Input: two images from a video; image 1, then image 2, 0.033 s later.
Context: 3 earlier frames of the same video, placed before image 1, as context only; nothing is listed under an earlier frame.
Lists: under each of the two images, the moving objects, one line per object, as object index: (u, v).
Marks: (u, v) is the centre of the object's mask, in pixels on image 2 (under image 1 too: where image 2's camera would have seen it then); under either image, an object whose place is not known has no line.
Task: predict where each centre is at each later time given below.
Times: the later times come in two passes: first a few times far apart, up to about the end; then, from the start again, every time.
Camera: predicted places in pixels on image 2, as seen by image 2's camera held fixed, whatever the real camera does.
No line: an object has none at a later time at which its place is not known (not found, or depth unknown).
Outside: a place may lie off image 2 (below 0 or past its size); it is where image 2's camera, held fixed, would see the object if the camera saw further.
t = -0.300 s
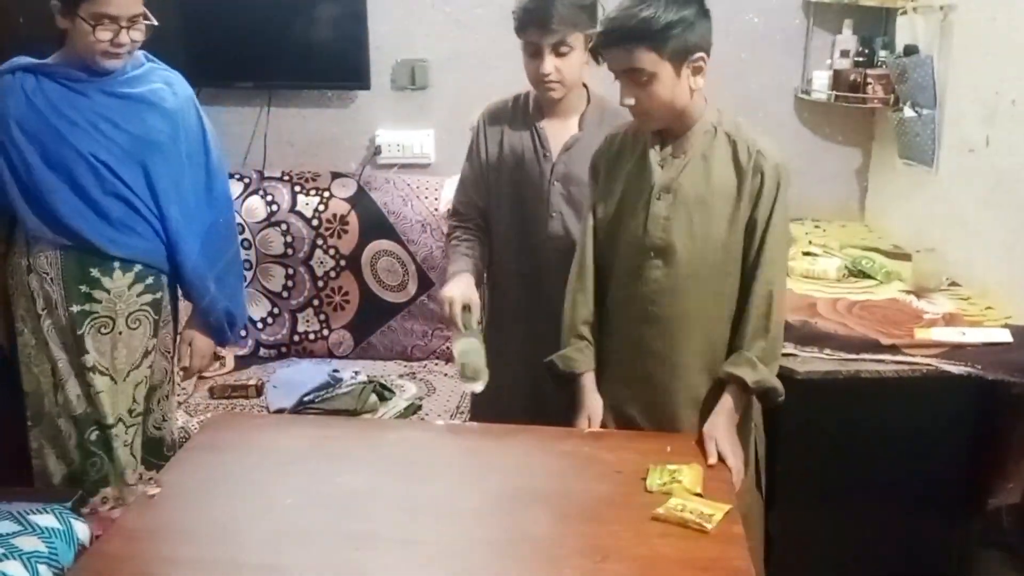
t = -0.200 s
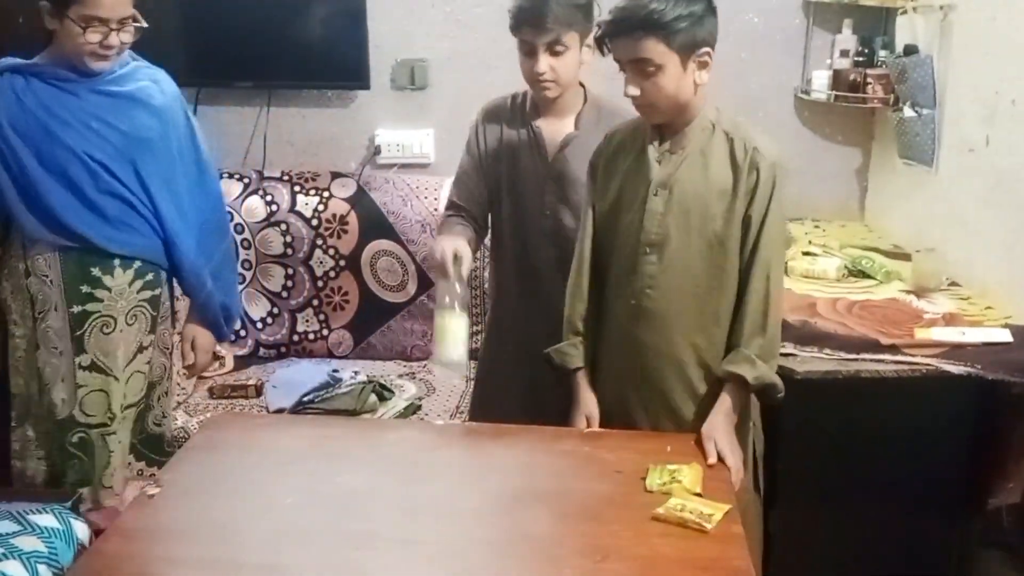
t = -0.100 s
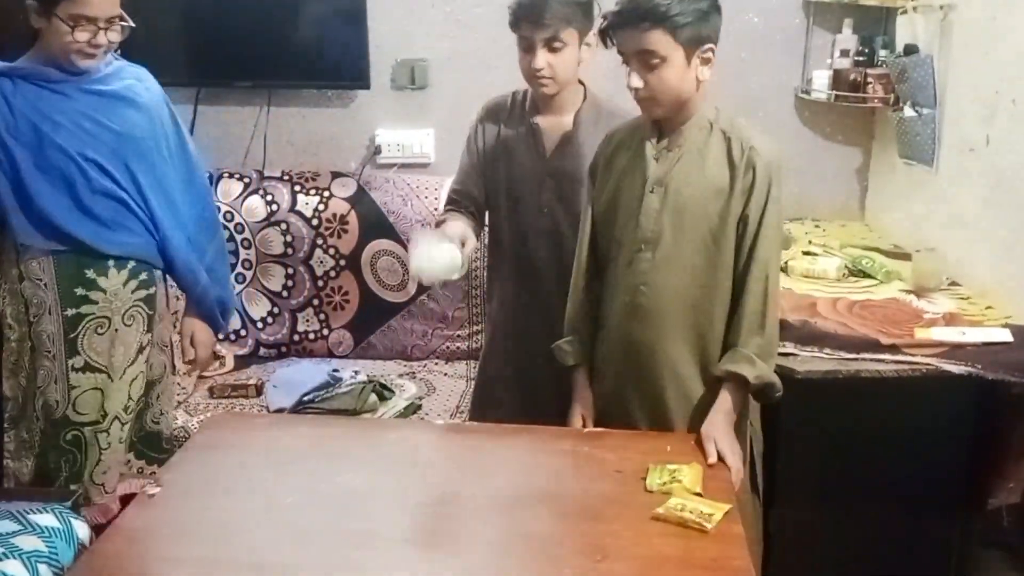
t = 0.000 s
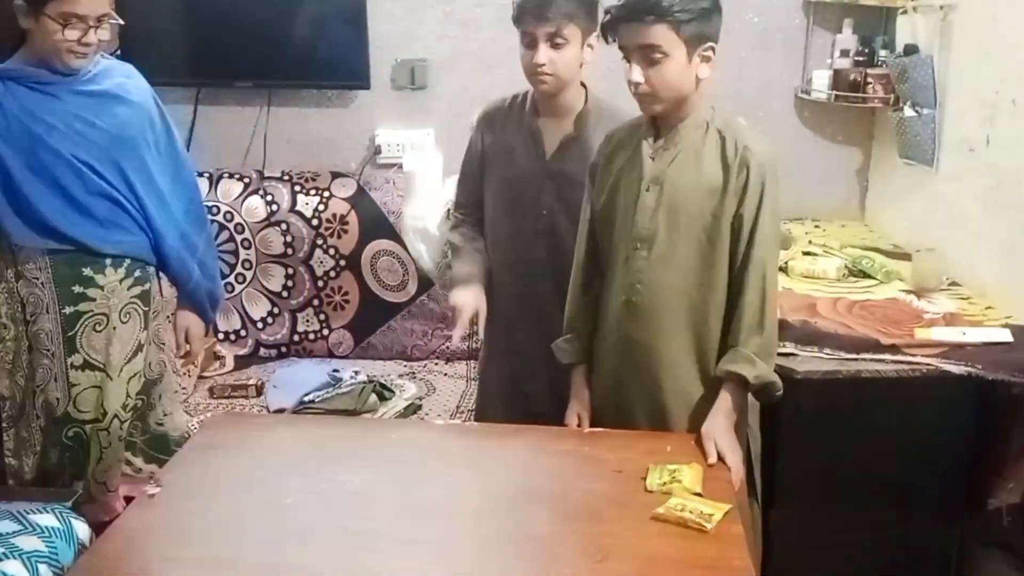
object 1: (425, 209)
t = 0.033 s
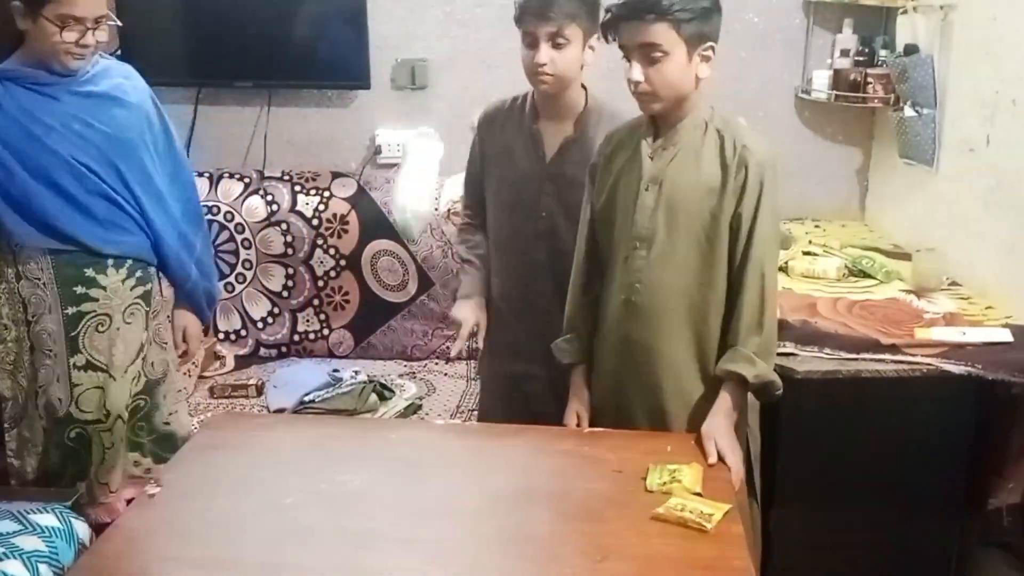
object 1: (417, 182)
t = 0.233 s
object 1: (391, 222)
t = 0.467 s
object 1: (381, 415)
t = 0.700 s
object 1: (364, 429)
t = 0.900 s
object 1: (372, 425)
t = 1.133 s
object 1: (371, 424)
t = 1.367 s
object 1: (371, 422)
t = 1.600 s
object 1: (370, 425)
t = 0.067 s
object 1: (411, 167)
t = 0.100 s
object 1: (405, 156)
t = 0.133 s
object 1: (403, 158)
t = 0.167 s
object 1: (398, 177)
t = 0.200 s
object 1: (394, 197)
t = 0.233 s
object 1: (391, 222)
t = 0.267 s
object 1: (389, 260)
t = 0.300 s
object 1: (386, 301)
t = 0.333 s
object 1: (384, 353)
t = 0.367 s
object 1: (381, 401)
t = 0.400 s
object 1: (380, 411)
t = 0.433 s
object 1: (383, 414)
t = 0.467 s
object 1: (381, 415)
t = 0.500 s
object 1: (380, 415)
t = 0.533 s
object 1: (379, 417)
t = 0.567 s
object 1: (377, 421)
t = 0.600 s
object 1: (374, 422)
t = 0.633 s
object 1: (369, 425)
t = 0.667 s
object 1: (364, 427)
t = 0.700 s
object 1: (364, 429)
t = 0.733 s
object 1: (366, 428)
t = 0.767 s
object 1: (368, 429)
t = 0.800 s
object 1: (369, 429)
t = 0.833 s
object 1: (369, 429)
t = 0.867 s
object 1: (369, 427)
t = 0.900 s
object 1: (372, 425)
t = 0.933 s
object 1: (375, 425)
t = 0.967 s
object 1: (375, 424)
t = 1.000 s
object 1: (371, 424)
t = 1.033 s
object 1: (371, 424)
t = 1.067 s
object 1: (371, 424)
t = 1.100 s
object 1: (371, 424)
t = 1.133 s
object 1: (371, 424)
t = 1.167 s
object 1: (371, 424)
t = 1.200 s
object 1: (371, 423)
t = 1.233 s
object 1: (371, 423)
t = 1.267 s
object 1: (371, 423)
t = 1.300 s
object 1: (371, 422)
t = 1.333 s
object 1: (371, 422)
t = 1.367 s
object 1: (371, 422)
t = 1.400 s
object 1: (371, 422)
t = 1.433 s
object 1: (371, 423)
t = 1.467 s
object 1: (371, 426)
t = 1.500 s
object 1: (371, 425)
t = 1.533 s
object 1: (371, 425)
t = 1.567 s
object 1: (371, 425)
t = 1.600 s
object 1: (370, 425)
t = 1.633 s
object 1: (370, 427)
